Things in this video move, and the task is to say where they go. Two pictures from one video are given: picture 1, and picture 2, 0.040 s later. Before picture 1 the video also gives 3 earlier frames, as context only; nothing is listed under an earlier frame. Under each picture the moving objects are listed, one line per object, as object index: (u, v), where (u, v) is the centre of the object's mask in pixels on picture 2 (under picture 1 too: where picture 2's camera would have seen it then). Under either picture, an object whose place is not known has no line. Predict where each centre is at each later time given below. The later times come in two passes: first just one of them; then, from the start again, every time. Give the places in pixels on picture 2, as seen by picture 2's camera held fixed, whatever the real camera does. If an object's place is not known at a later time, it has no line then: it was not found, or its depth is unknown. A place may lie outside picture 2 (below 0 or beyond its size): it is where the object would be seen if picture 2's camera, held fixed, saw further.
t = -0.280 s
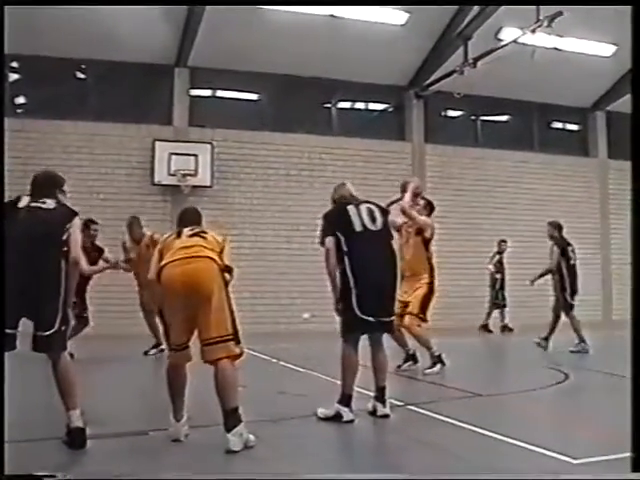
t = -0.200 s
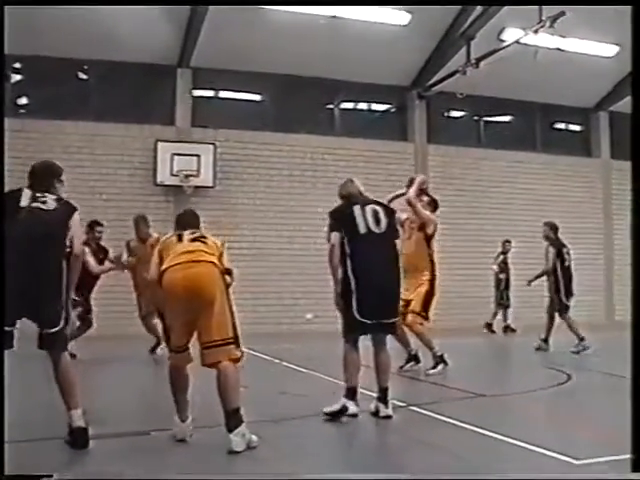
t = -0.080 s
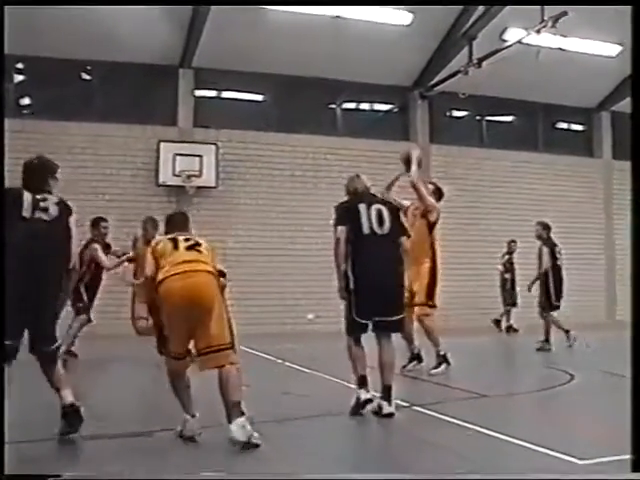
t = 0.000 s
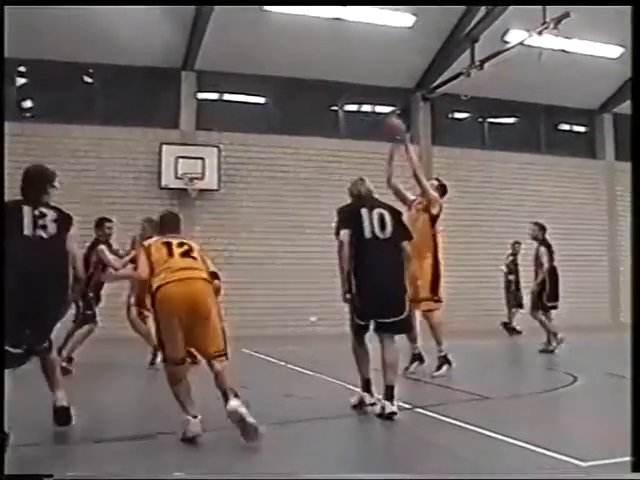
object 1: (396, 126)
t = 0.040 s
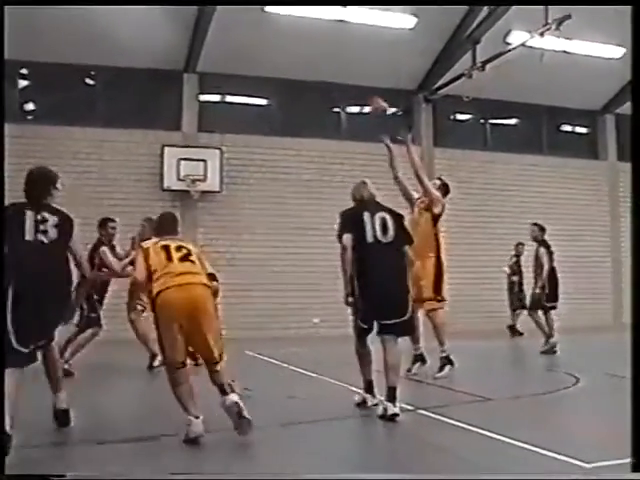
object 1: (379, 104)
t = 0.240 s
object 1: (293, 38)
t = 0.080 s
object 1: (361, 87)
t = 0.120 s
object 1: (344, 76)
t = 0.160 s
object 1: (326, 63)
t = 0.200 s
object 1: (309, 50)
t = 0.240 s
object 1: (293, 38)
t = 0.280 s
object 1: (276, 23)
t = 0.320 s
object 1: (261, 17)
